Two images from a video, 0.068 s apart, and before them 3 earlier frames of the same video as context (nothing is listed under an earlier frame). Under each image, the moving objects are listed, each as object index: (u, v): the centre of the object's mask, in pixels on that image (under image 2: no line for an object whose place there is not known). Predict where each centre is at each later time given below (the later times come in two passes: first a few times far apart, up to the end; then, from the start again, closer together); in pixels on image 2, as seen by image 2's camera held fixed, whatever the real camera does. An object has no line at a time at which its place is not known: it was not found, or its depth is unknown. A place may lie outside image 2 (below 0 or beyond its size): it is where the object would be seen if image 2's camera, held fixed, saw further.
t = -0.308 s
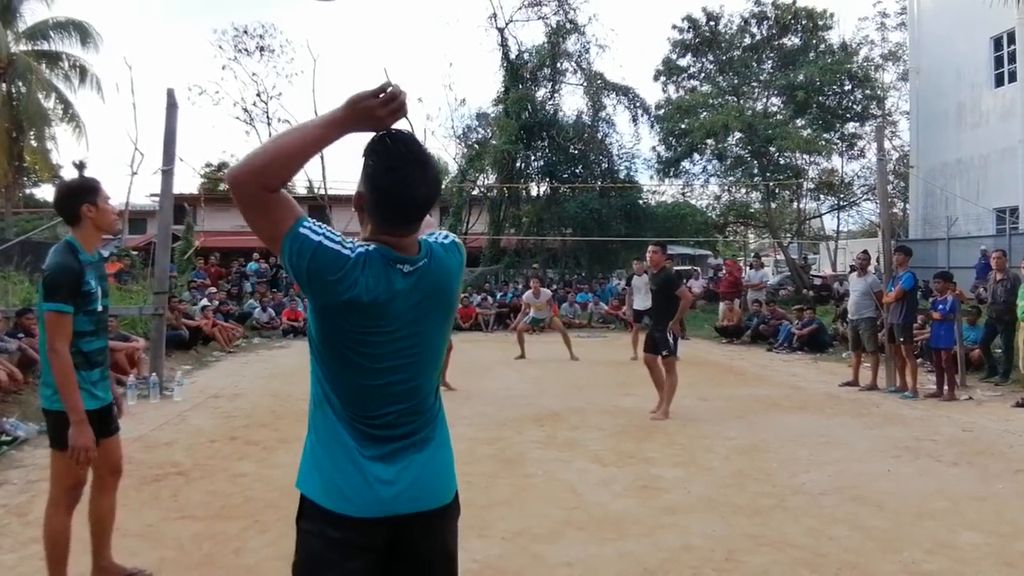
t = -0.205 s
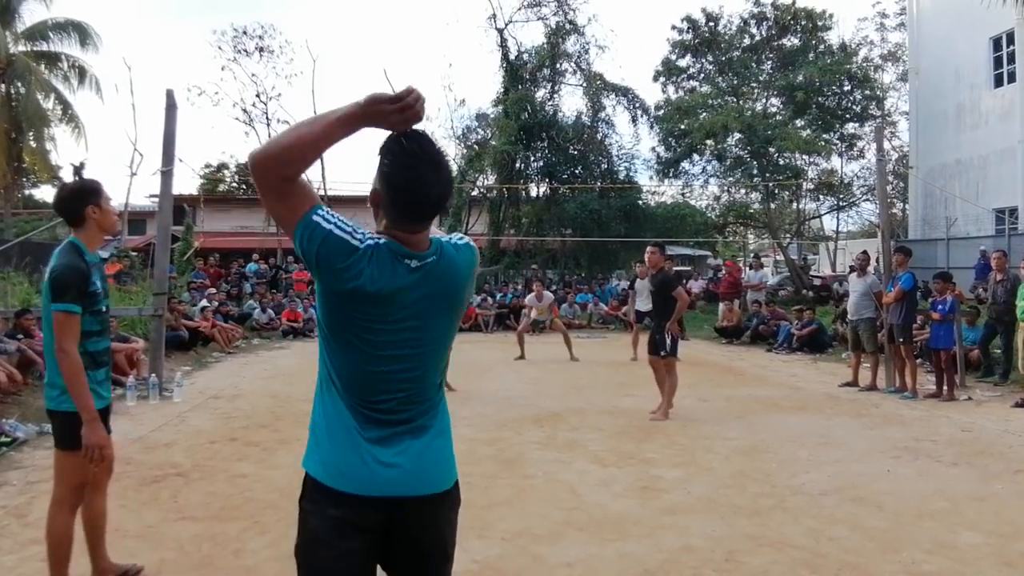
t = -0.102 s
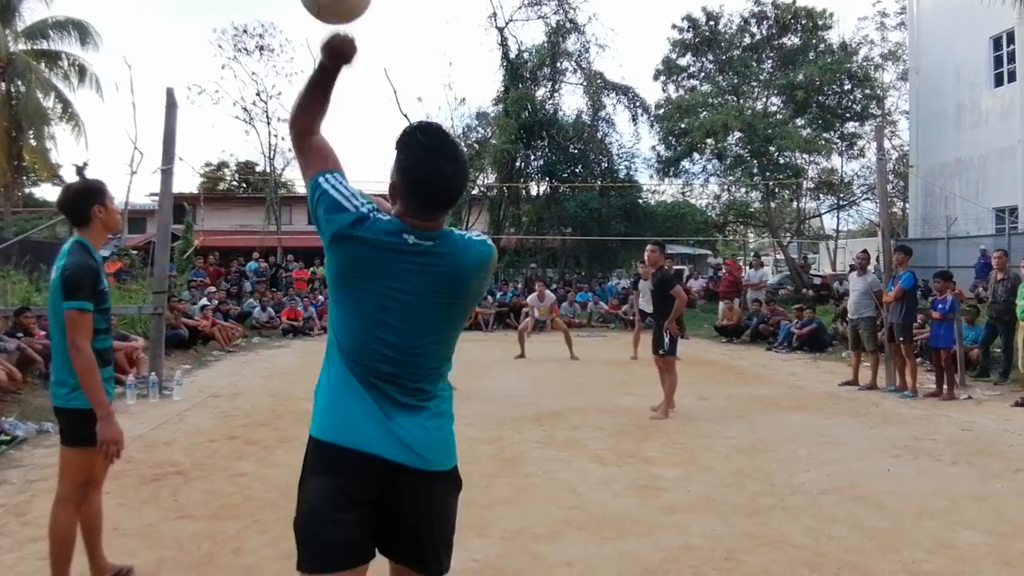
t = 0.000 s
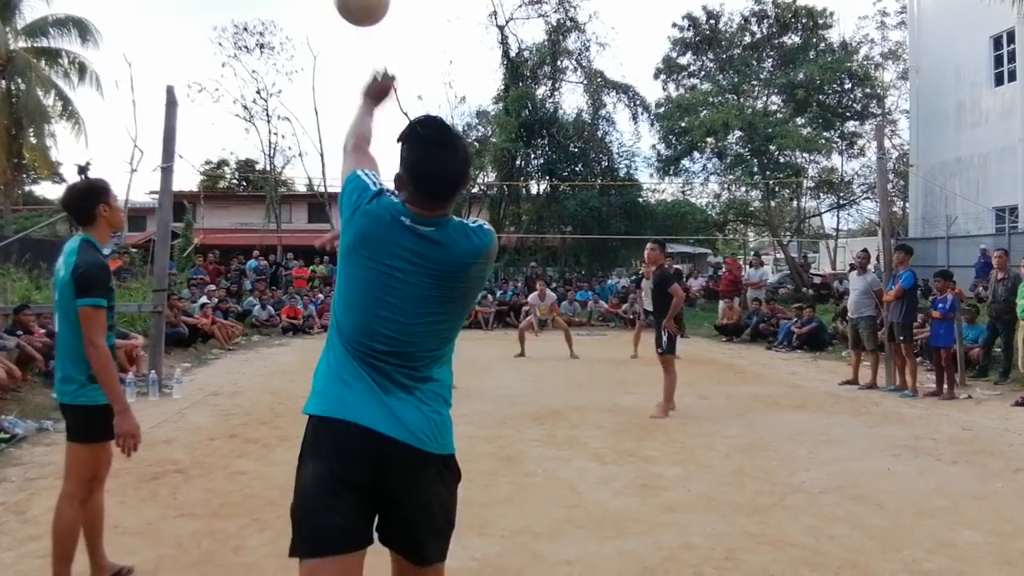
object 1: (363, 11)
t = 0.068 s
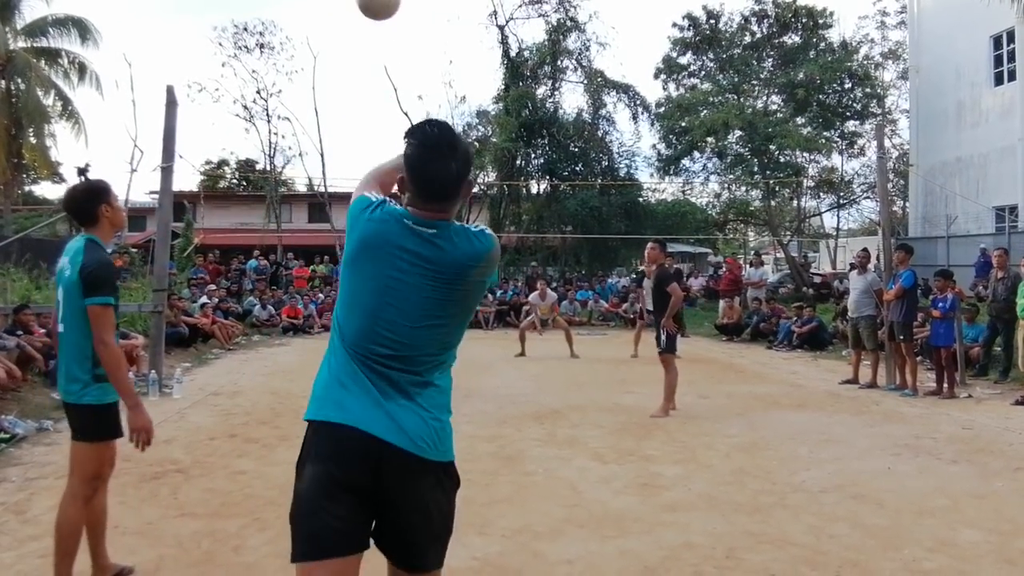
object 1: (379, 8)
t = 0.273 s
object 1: (397, 37)
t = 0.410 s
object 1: (398, 73)
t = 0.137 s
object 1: (389, 13)
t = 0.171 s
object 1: (392, 16)
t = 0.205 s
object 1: (394, 20)
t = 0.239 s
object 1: (396, 28)
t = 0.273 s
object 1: (397, 37)
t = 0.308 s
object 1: (398, 45)
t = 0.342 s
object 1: (398, 54)
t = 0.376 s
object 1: (398, 64)
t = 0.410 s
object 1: (398, 73)
